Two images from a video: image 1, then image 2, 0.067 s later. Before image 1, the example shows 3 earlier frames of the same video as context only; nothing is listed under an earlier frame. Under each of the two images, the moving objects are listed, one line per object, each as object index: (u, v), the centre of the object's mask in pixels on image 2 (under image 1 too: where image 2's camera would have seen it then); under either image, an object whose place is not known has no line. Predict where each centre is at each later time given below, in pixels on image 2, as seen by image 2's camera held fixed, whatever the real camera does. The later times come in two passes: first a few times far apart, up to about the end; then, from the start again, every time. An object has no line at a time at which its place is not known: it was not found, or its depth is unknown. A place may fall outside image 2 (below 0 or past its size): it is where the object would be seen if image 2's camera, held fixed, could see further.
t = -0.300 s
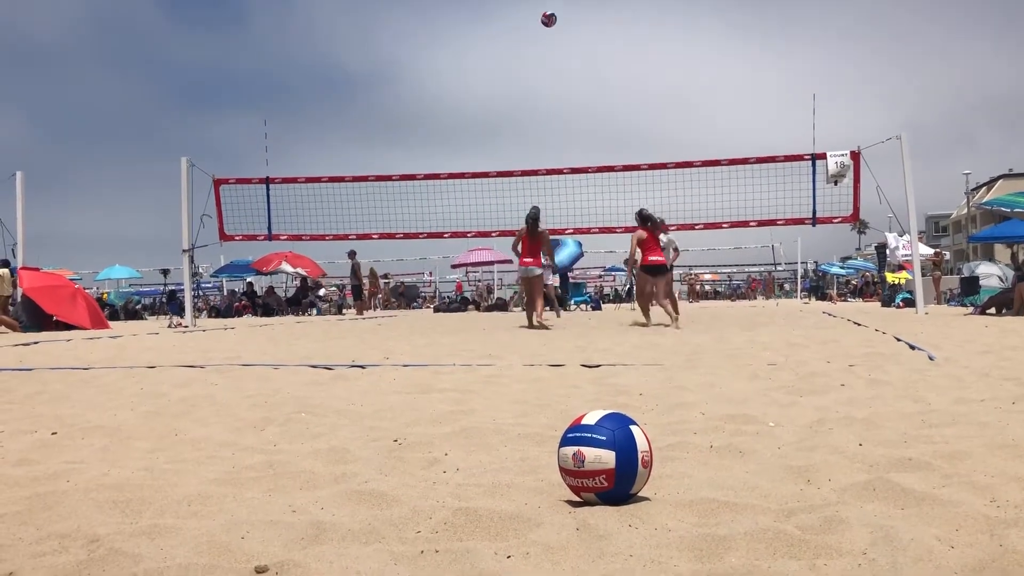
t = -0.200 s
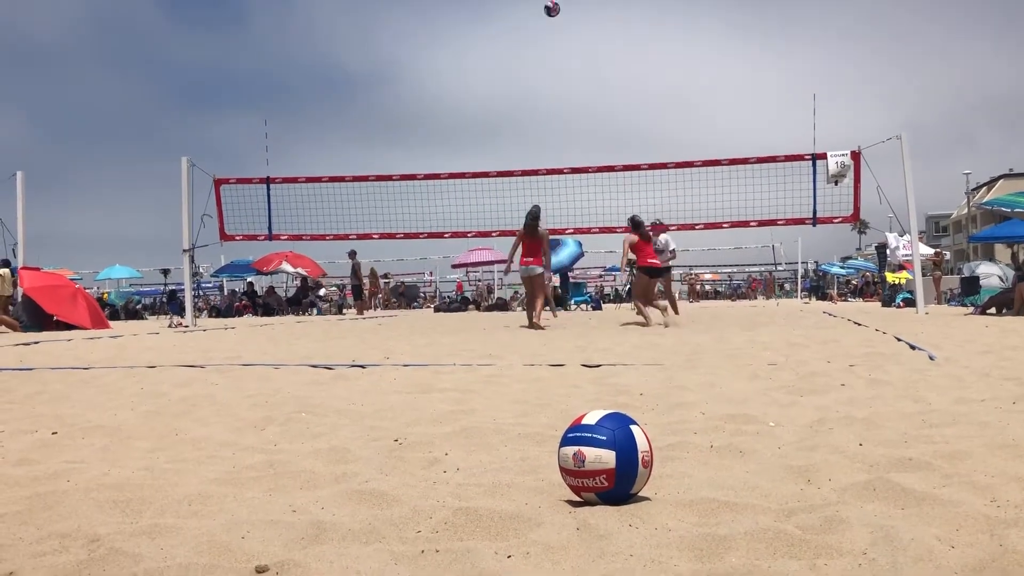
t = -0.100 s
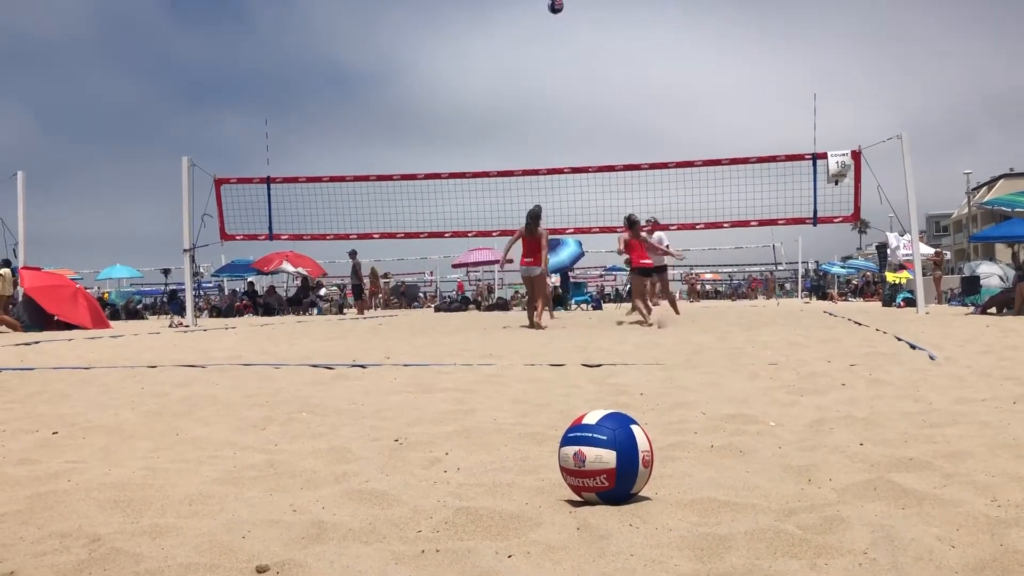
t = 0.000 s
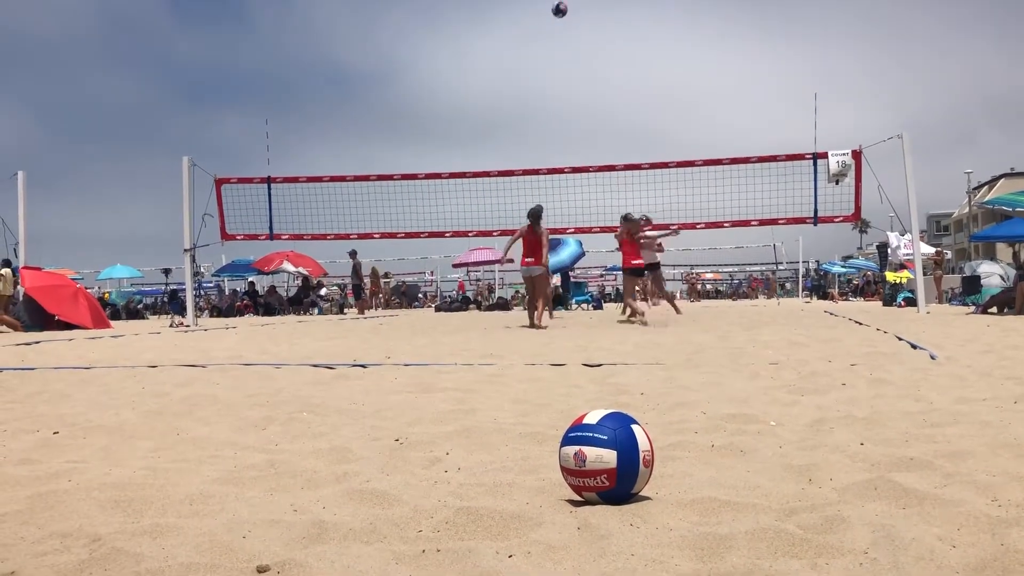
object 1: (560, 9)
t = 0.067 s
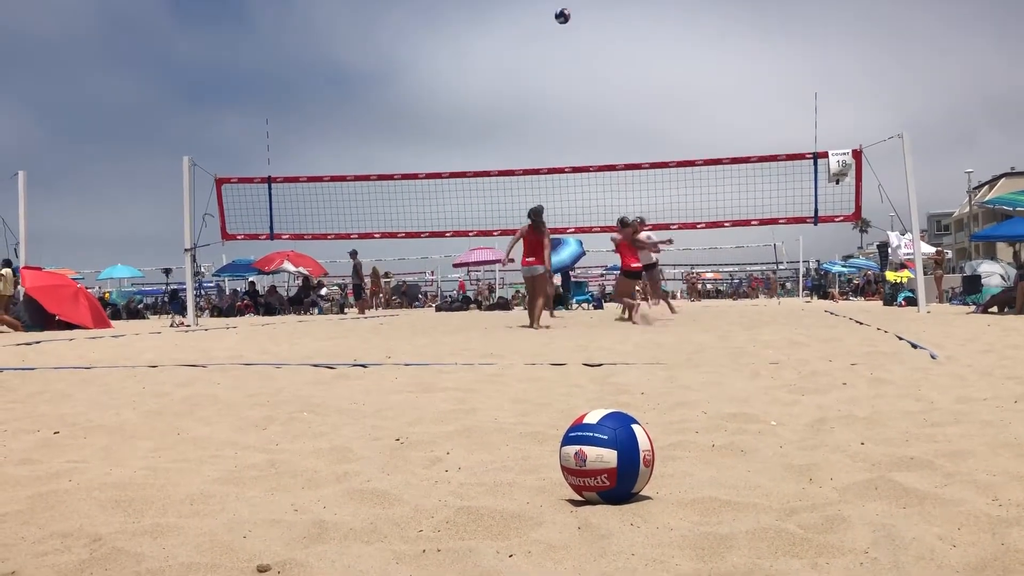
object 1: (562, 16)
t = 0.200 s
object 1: (568, 38)
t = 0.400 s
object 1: (578, 93)
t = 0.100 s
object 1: (564, 20)
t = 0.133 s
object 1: (565, 25)
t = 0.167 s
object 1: (567, 32)
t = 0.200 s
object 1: (568, 38)
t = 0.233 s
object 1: (570, 46)
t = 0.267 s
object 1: (571, 54)
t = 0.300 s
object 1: (573, 63)
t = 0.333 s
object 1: (575, 72)
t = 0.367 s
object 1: (576, 82)
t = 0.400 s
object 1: (578, 93)
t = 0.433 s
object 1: (580, 104)
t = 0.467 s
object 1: (582, 116)
